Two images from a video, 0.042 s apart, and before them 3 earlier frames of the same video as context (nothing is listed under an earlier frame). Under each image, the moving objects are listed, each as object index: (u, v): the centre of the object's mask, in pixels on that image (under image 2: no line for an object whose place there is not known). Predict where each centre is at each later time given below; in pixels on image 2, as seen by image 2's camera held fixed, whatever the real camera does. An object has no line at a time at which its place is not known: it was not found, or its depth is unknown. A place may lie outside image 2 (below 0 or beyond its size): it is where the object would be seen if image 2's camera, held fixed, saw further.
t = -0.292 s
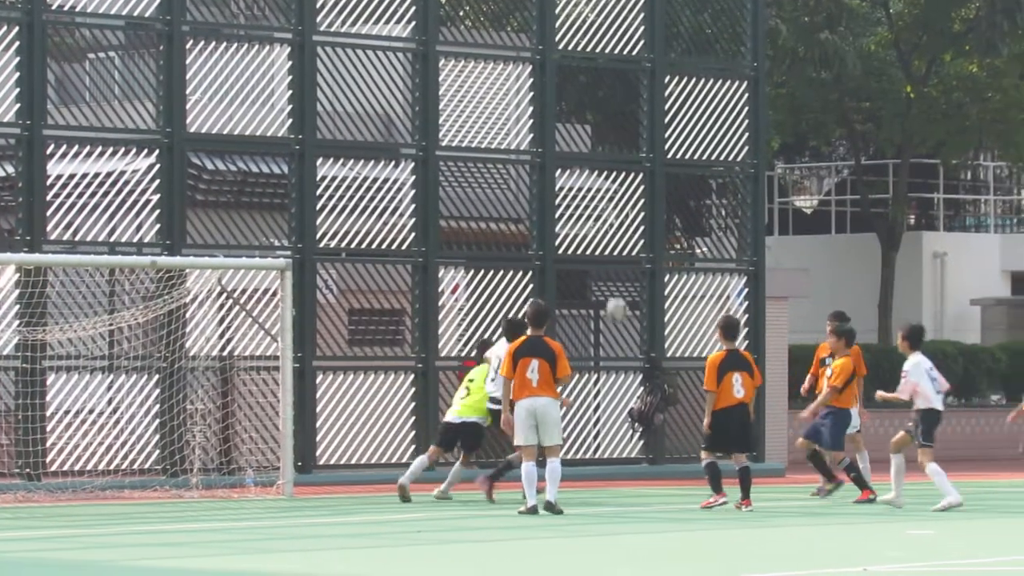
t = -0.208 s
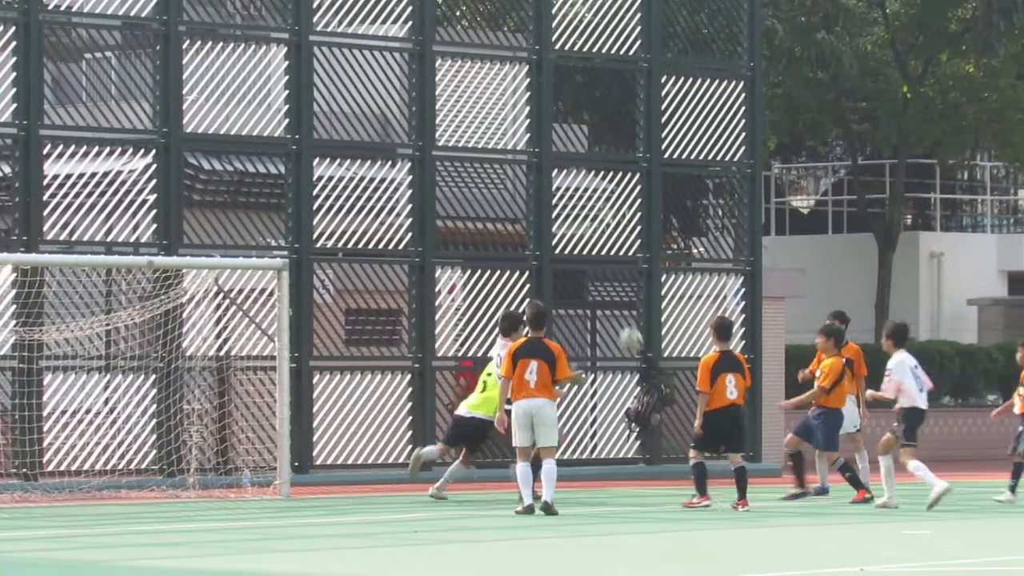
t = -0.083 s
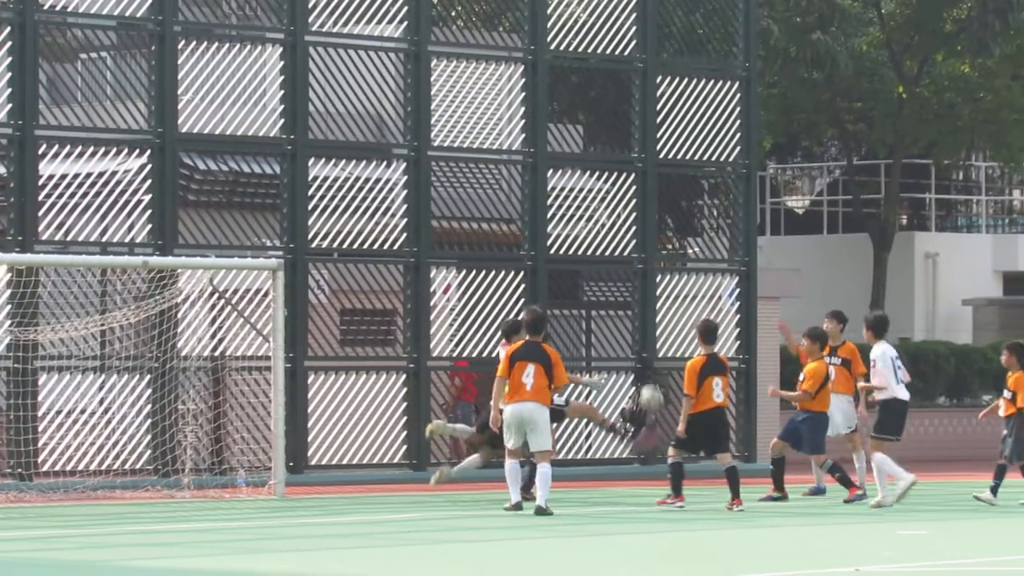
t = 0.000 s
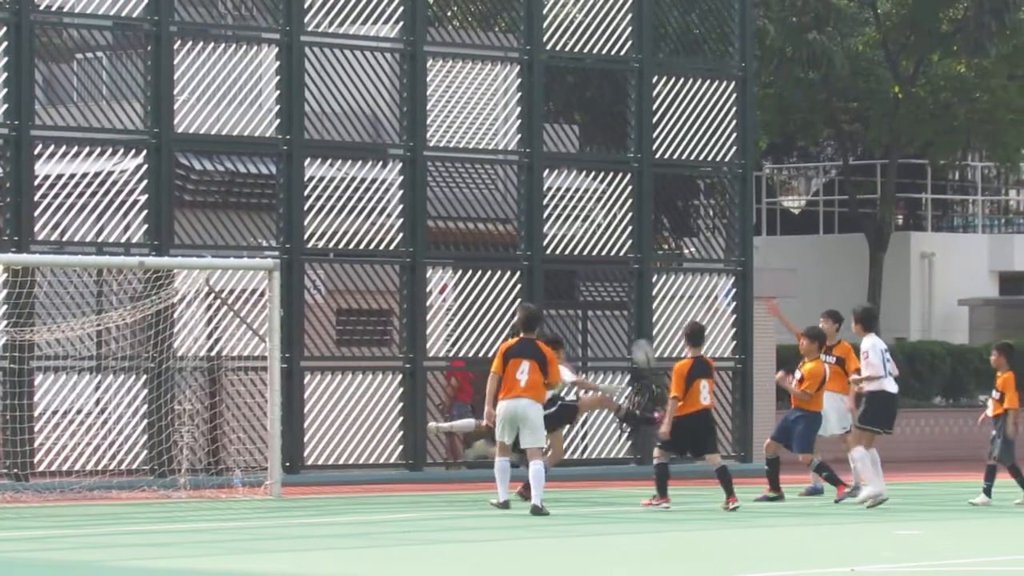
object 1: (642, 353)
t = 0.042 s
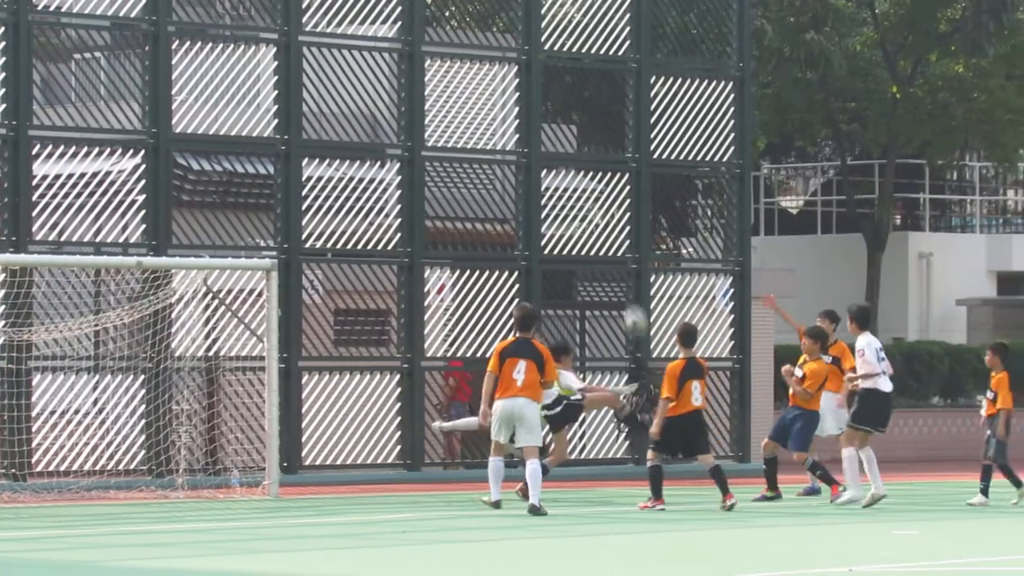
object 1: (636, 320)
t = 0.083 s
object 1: (629, 288)
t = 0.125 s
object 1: (624, 258)
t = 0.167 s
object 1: (618, 228)
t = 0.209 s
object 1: (610, 199)
